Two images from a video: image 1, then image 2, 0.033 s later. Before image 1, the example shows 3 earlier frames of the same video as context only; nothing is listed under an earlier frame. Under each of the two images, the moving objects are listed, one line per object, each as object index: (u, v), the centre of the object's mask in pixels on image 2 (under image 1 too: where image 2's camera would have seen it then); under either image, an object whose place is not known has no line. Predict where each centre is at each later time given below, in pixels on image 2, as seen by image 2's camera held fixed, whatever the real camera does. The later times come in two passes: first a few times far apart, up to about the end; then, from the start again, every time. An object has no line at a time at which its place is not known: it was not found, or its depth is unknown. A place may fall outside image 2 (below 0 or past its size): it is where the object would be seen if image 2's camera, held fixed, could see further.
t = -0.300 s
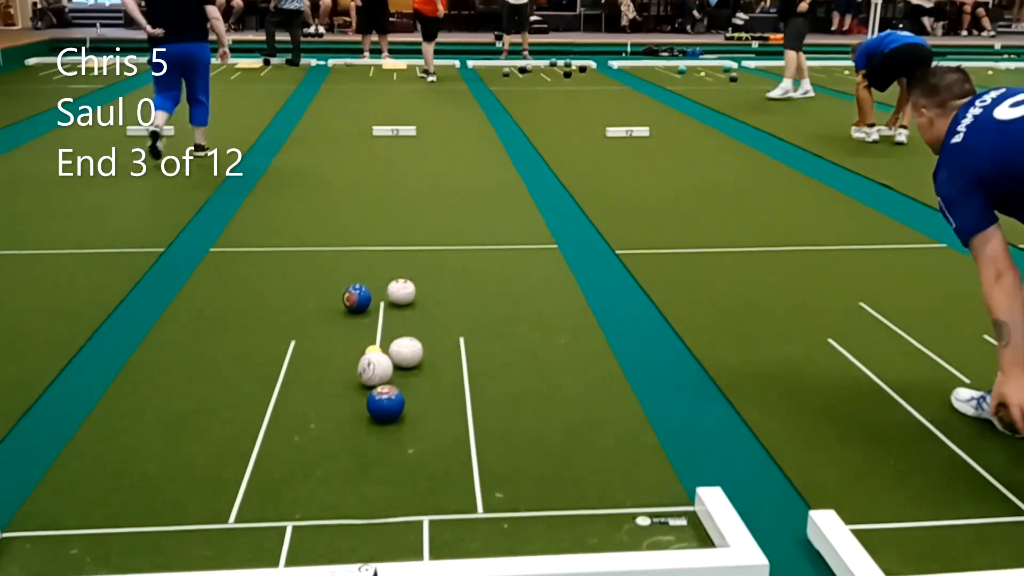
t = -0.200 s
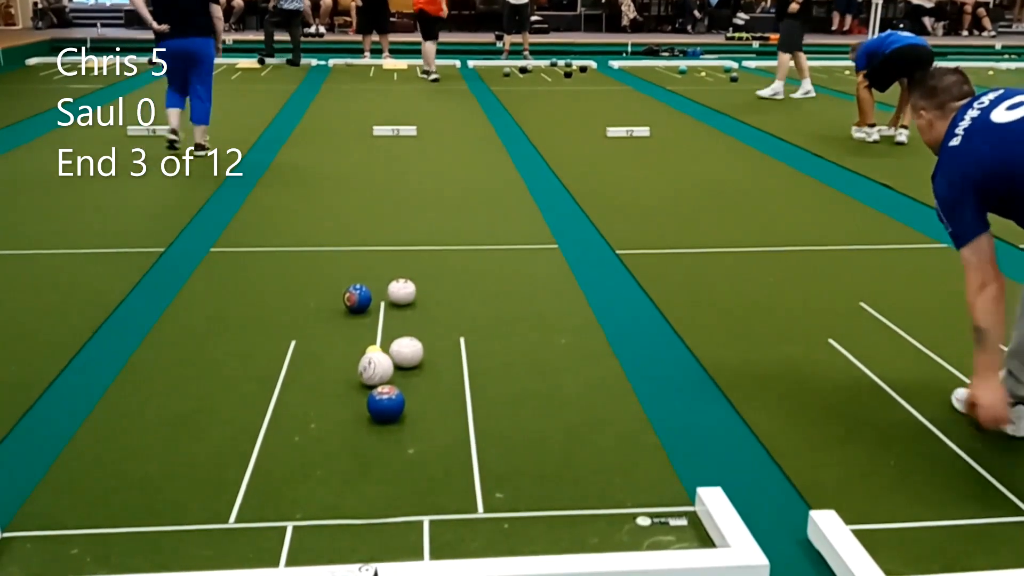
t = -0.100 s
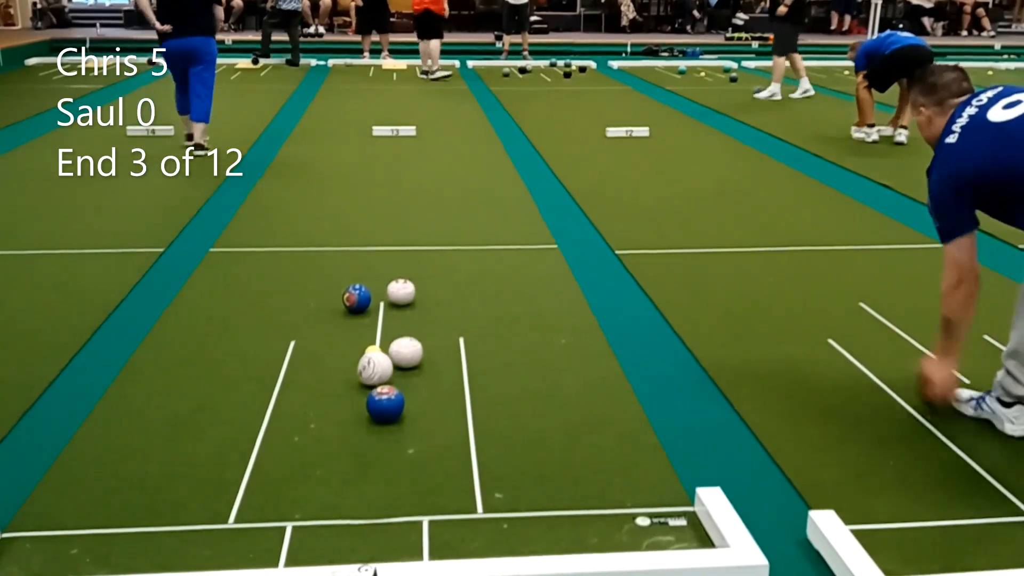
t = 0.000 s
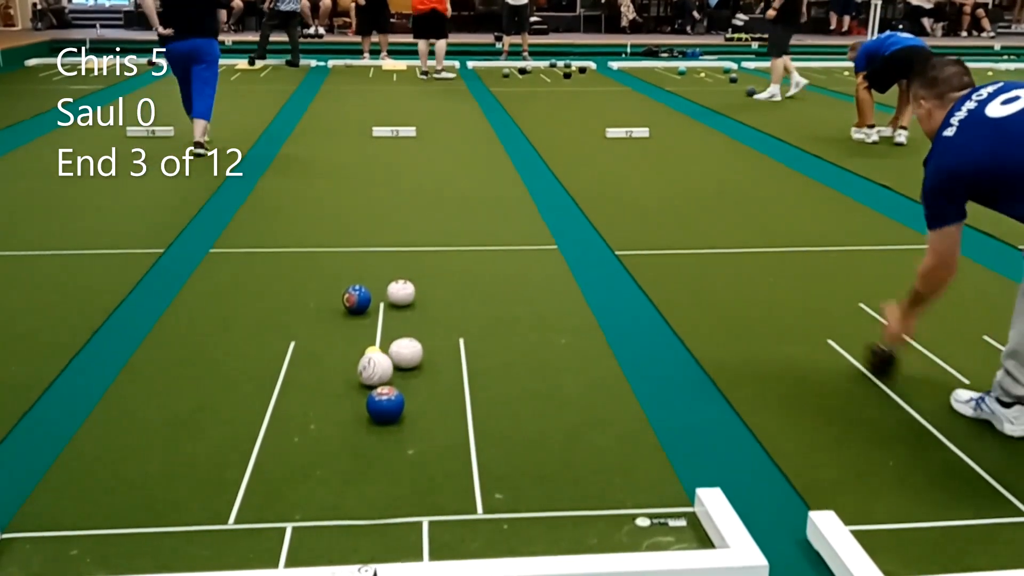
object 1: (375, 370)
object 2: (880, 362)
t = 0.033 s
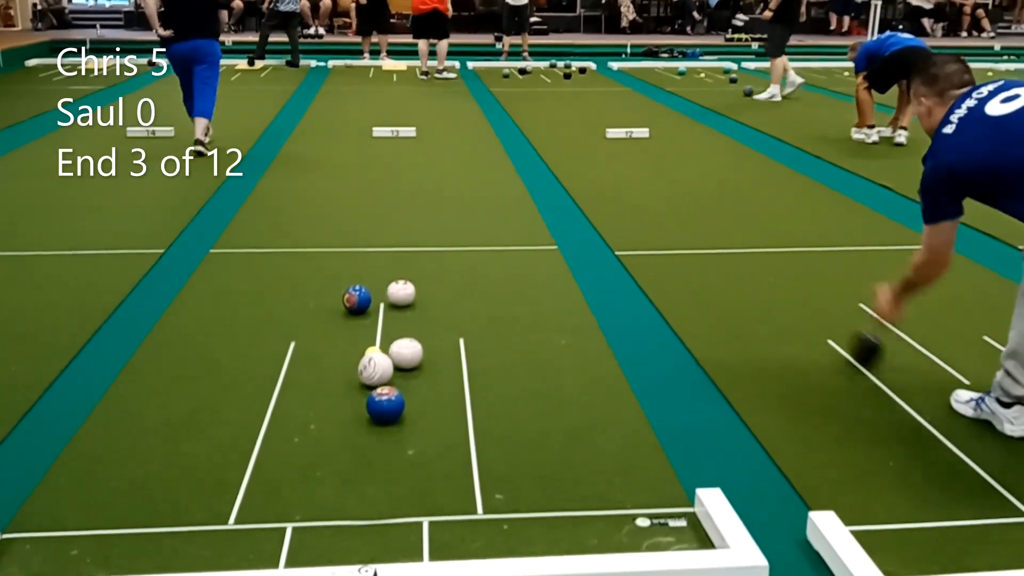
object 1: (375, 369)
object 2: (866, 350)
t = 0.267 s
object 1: (378, 368)
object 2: (784, 296)
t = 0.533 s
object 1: (385, 367)
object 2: (726, 255)
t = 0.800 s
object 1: (391, 365)
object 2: (683, 224)
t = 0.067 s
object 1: (376, 369)
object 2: (852, 339)
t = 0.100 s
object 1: (376, 369)
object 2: (838, 332)
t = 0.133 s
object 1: (376, 369)
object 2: (826, 322)
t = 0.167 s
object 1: (377, 369)
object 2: (815, 314)
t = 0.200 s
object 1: (377, 369)
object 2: (803, 309)
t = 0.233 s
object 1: (378, 368)
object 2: (794, 301)
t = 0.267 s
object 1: (378, 368)
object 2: (784, 296)
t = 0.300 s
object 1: (379, 368)
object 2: (776, 290)
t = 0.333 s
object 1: (379, 368)
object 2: (767, 284)
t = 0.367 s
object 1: (380, 368)
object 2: (760, 279)
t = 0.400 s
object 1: (380, 368)
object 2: (752, 274)
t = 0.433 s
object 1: (381, 367)
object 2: (745, 269)
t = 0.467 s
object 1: (382, 367)
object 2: (739, 264)
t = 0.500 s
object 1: (384, 367)
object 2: (732, 259)
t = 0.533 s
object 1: (385, 367)
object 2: (726, 255)
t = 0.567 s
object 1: (386, 367)
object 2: (720, 251)
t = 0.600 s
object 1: (387, 366)
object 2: (714, 246)
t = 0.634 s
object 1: (389, 366)
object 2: (708, 242)
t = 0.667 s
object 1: (390, 366)
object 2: (703, 238)
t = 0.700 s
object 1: (390, 365)
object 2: (698, 235)
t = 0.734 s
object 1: (391, 365)
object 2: (693, 231)
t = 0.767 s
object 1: (391, 365)
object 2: (688, 228)
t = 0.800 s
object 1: (391, 365)
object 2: (683, 224)
